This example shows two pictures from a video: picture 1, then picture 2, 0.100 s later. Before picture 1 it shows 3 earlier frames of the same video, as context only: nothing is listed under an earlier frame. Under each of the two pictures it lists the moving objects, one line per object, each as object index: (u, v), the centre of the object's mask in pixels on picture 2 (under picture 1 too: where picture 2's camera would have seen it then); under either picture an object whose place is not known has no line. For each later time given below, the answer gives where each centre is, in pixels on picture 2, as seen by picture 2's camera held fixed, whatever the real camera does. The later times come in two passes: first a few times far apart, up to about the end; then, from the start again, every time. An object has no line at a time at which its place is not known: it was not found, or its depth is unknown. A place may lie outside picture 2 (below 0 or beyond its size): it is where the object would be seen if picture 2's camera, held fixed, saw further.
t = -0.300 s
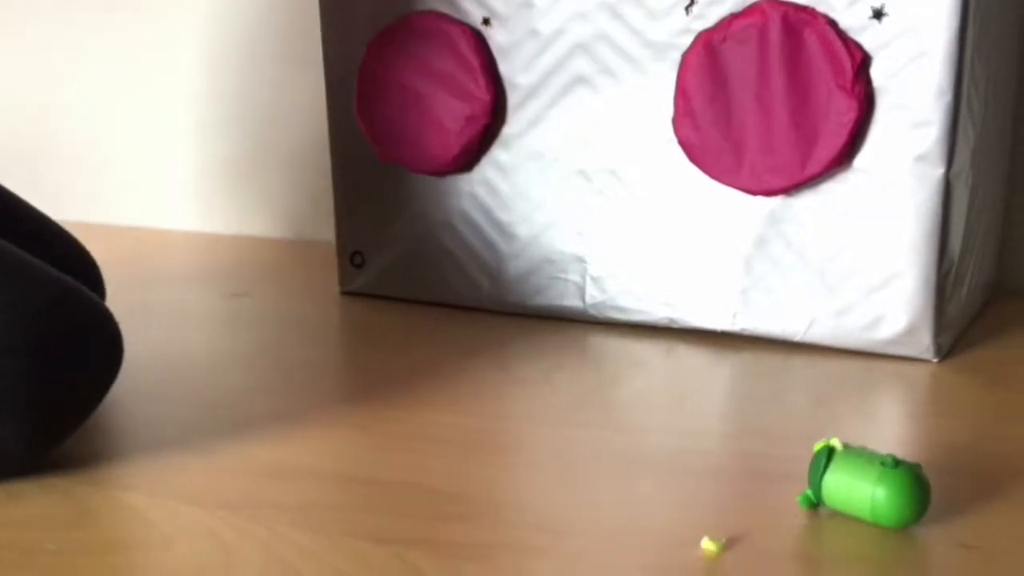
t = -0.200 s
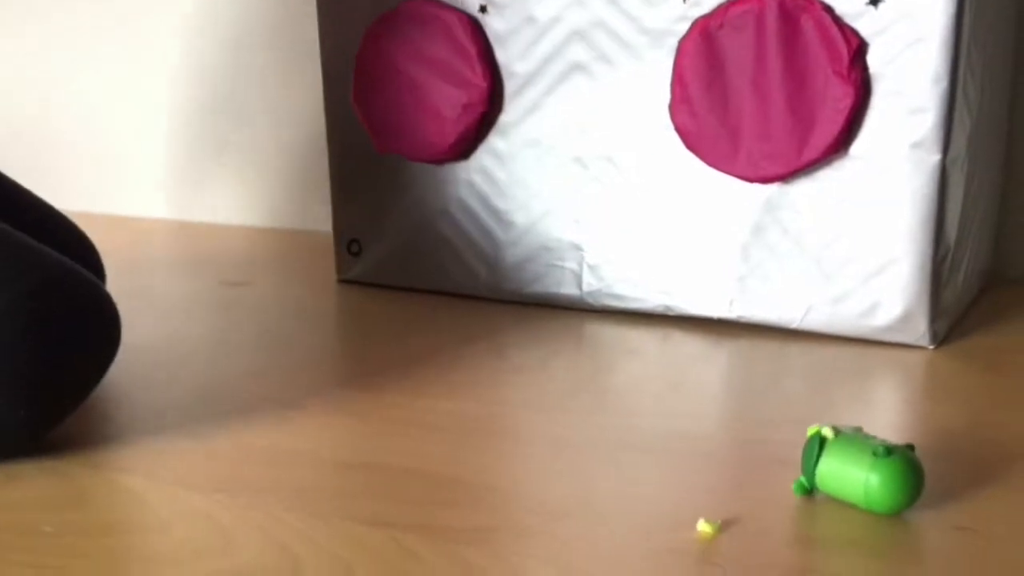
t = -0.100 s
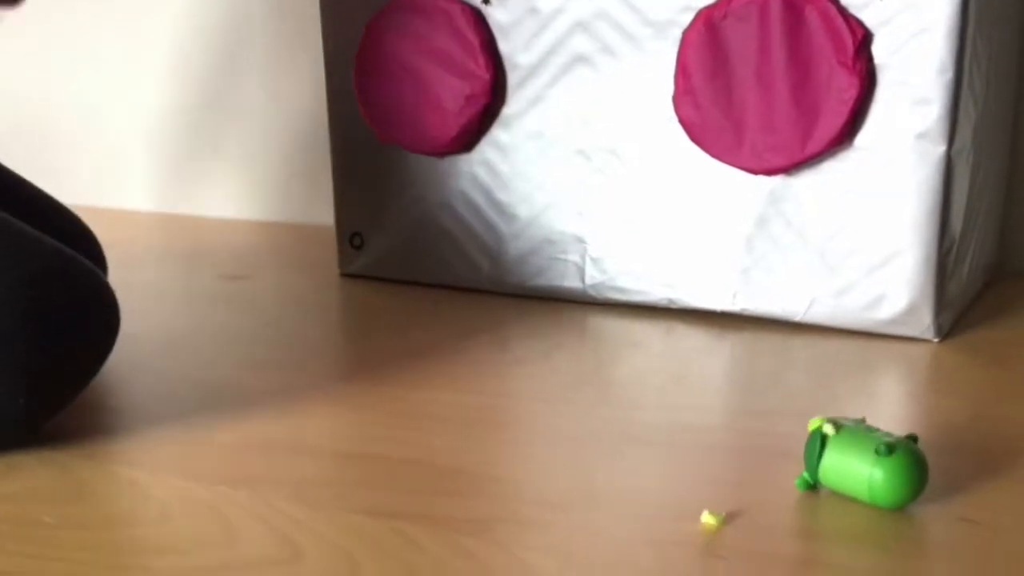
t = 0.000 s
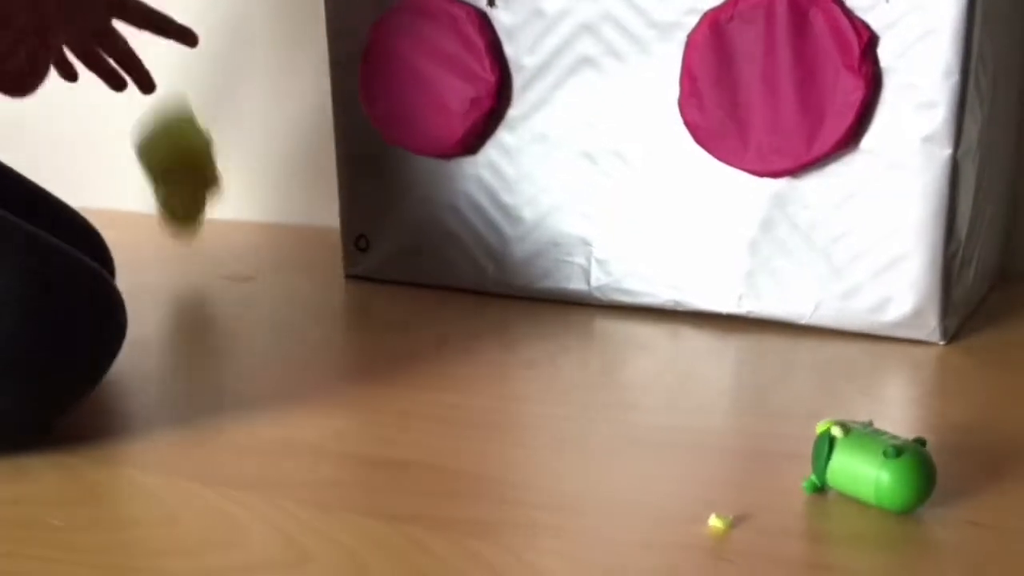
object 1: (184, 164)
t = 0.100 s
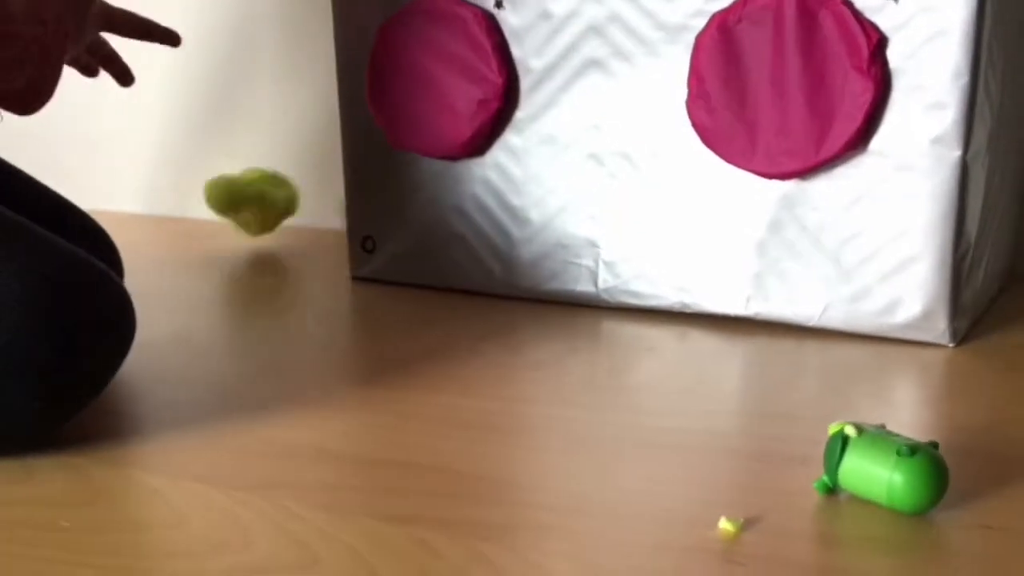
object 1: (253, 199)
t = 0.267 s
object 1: (282, 196)
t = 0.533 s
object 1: (249, 226)
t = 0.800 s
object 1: (248, 225)
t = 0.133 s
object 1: (274, 188)
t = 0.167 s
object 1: (301, 192)
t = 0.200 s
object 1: (309, 195)
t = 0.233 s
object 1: (301, 191)
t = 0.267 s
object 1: (282, 196)
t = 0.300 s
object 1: (268, 207)
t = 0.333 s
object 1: (252, 224)
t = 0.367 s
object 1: (246, 221)
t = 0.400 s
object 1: (248, 216)
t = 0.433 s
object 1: (251, 224)
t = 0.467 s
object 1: (251, 227)
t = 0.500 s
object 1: (249, 225)
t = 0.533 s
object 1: (249, 226)
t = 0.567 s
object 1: (250, 225)
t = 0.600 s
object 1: (249, 225)
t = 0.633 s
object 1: (248, 225)
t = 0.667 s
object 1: (249, 225)
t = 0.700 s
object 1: (250, 226)
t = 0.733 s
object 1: (249, 226)
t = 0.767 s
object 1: (249, 225)
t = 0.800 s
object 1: (248, 225)
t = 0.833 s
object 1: (248, 225)
